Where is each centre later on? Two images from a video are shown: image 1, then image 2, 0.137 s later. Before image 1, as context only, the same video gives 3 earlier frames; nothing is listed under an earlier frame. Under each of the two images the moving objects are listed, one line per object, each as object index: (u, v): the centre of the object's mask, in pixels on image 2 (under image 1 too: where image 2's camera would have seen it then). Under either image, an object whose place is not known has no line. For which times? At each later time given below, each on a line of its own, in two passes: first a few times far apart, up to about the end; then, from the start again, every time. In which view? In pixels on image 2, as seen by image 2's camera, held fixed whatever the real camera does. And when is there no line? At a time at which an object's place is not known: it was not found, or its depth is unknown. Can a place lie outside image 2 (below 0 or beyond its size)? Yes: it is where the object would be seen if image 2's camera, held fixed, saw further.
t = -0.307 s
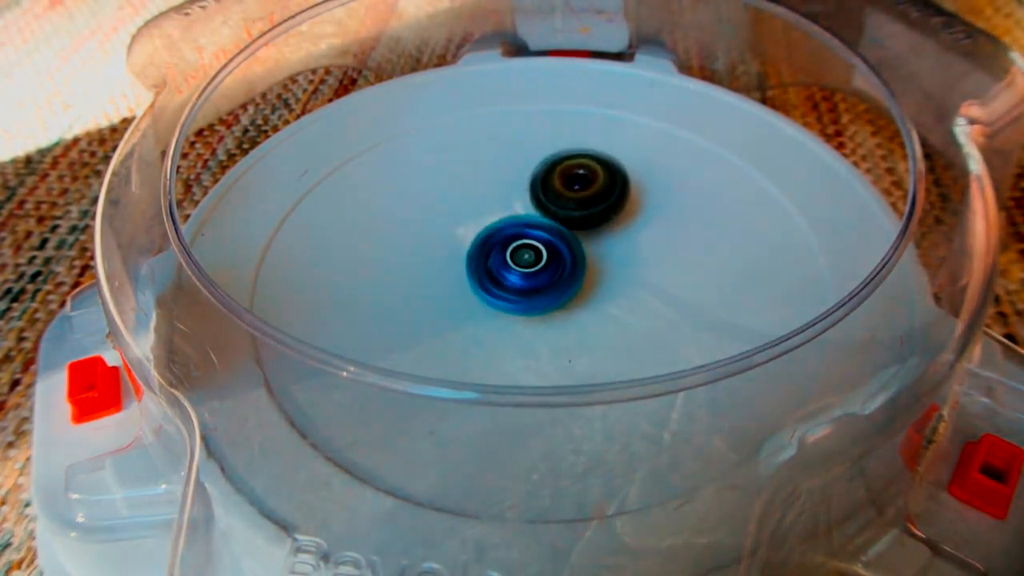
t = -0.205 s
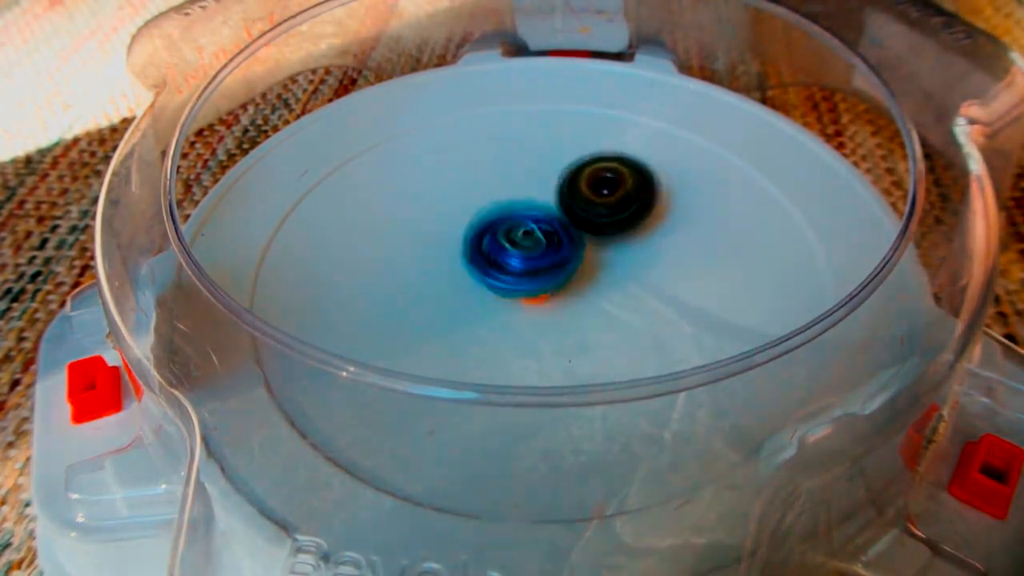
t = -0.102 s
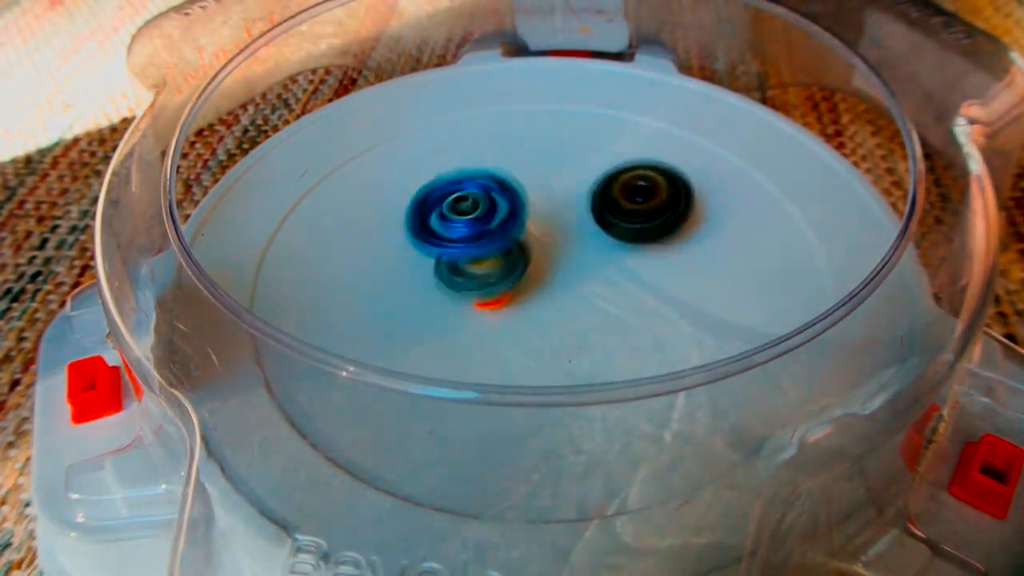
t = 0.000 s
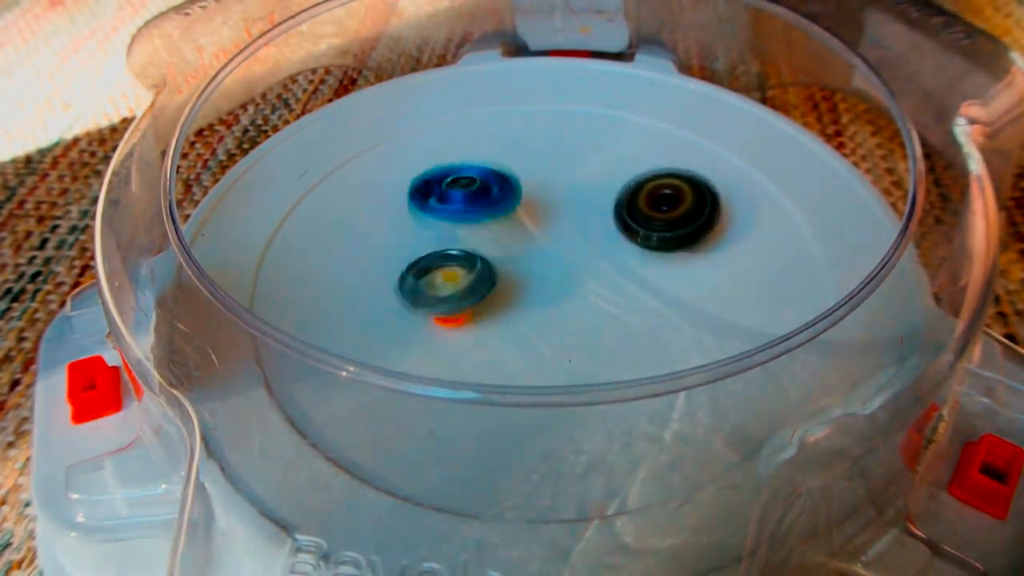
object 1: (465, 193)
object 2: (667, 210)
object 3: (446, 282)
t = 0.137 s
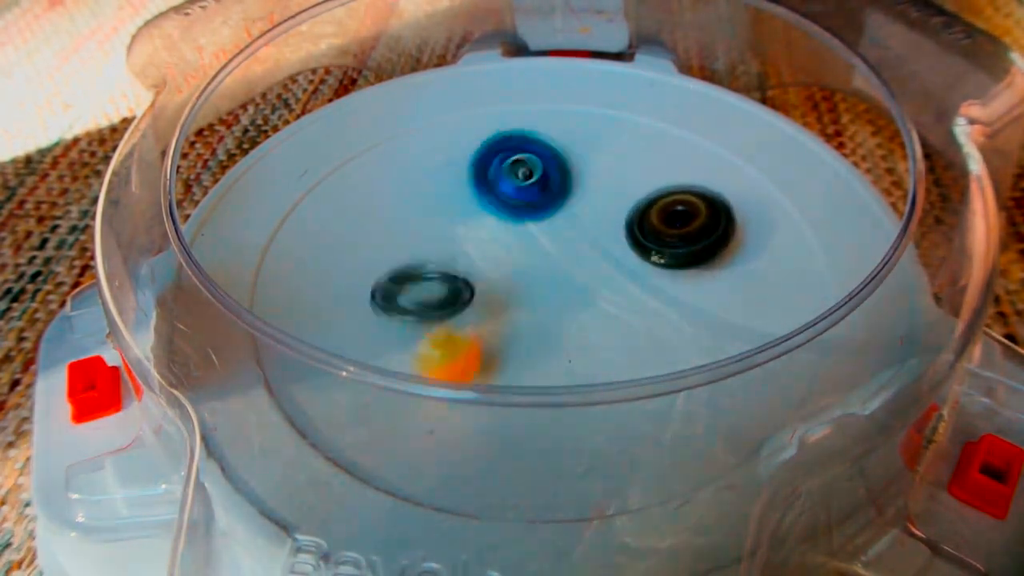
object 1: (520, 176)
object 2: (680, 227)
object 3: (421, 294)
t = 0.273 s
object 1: (582, 177)
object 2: (654, 249)
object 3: (462, 293)
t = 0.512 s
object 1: (710, 257)
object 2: (603, 344)
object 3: (524, 197)
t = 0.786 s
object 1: (717, 290)
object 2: (675, 331)
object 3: (493, 180)
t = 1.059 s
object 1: (643, 258)
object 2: (556, 292)
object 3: (510, 221)
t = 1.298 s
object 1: (638, 260)
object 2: (506, 330)
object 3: (525, 224)
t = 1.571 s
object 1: (637, 260)
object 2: (494, 297)
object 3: (510, 224)
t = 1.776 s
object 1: (641, 262)
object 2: (464, 267)
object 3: (520, 222)
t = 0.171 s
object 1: (530, 173)
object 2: (678, 229)
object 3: (427, 283)
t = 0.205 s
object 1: (550, 176)
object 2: (673, 235)
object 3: (436, 274)
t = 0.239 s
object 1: (567, 172)
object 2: (665, 241)
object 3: (449, 282)
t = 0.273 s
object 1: (582, 177)
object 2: (654, 249)
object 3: (462, 293)
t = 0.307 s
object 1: (594, 183)
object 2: (642, 259)
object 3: (477, 272)
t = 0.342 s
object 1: (601, 195)
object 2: (629, 269)
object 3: (492, 268)
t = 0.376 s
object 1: (610, 205)
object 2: (617, 280)
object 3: (508, 279)
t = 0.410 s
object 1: (618, 218)
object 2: (604, 290)
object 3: (525, 257)
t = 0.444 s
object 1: (637, 234)
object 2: (601, 313)
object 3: (540, 239)
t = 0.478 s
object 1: (676, 247)
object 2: (601, 332)
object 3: (535, 222)
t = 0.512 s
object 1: (710, 257)
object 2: (603, 344)
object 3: (524, 197)
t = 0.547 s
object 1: (739, 269)
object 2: (606, 354)
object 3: (512, 187)
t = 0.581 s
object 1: (762, 280)
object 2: (610, 371)
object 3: (503, 172)
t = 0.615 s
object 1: (767, 291)
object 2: (625, 379)
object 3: (496, 170)
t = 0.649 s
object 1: (761, 300)
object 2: (649, 374)
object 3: (495, 165)
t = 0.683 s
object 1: (745, 312)
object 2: (661, 366)
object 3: (495, 165)
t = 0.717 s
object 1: (736, 316)
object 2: (666, 346)
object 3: (492, 166)
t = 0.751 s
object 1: (733, 311)
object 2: (679, 336)
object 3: (492, 172)
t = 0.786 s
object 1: (717, 290)
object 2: (675, 331)
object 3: (493, 180)
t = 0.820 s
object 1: (703, 280)
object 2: (668, 320)
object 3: (495, 192)
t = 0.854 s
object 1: (690, 268)
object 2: (656, 308)
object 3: (498, 206)
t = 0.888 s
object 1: (679, 264)
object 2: (641, 295)
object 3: (502, 220)
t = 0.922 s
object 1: (671, 261)
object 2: (620, 285)
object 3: (506, 236)
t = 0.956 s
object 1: (663, 259)
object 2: (609, 275)
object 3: (510, 251)
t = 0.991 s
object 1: (655, 258)
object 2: (586, 267)
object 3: (505, 268)
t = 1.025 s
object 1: (643, 258)
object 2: (561, 282)
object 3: (511, 224)
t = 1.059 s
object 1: (643, 258)
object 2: (556, 292)
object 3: (510, 221)
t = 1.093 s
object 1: (640, 259)
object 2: (543, 302)
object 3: (508, 218)
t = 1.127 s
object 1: (639, 260)
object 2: (538, 304)
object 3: (508, 217)
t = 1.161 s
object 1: (639, 260)
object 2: (528, 311)
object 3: (509, 210)
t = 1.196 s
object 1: (638, 260)
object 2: (517, 322)
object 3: (512, 219)
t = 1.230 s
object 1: (638, 260)
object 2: (513, 326)
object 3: (519, 220)
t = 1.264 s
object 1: (638, 260)
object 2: (508, 328)
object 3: (523, 222)
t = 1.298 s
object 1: (638, 260)
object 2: (506, 330)
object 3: (525, 224)
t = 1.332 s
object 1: (638, 260)
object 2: (506, 329)
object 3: (526, 224)
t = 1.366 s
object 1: (638, 260)
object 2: (506, 326)
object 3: (526, 224)
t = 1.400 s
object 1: (638, 260)
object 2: (506, 322)
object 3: (526, 224)
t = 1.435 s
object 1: (638, 260)
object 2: (505, 317)
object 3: (526, 224)
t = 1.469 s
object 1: (637, 260)
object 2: (505, 311)
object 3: (526, 224)
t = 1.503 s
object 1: (637, 260)
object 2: (502, 305)
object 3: (527, 212)
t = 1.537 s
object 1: (637, 260)
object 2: (498, 301)
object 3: (509, 215)
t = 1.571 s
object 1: (637, 260)
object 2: (494, 297)
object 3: (510, 224)
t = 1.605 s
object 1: (640, 261)
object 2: (490, 293)
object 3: (510, 222)
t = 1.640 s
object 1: (643, 261)
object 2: (483, 288)
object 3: (520, 224)
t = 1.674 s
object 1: (642, 261)
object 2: (478, 282)
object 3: (511, 219)
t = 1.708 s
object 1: (641, 262)
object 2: (471, 274)
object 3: (512, 218)
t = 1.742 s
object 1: (641, 262)
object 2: (466, 270)
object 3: (519, 222)
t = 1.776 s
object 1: (641, 262)
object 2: (464, 267)
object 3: (520, 222)
